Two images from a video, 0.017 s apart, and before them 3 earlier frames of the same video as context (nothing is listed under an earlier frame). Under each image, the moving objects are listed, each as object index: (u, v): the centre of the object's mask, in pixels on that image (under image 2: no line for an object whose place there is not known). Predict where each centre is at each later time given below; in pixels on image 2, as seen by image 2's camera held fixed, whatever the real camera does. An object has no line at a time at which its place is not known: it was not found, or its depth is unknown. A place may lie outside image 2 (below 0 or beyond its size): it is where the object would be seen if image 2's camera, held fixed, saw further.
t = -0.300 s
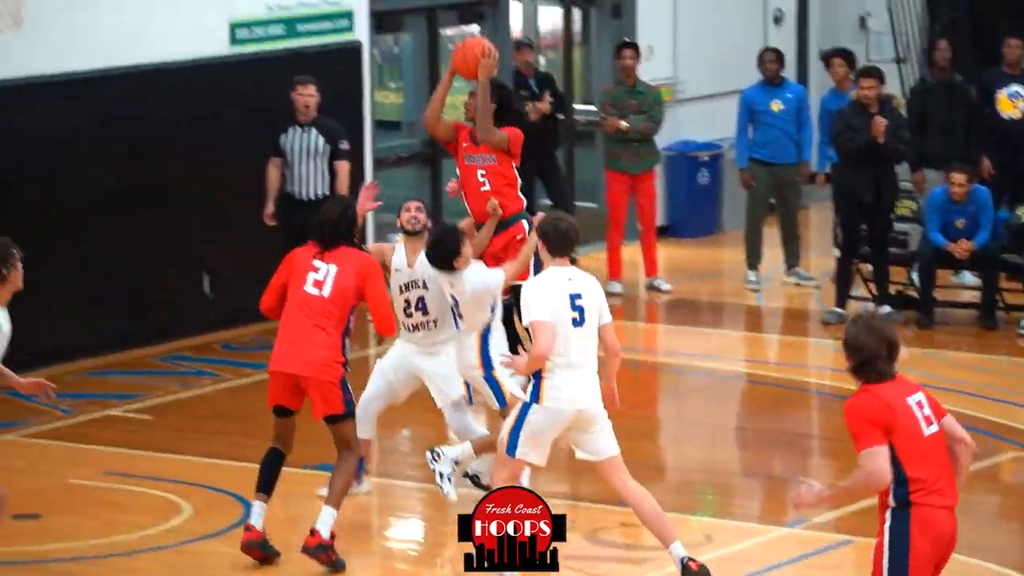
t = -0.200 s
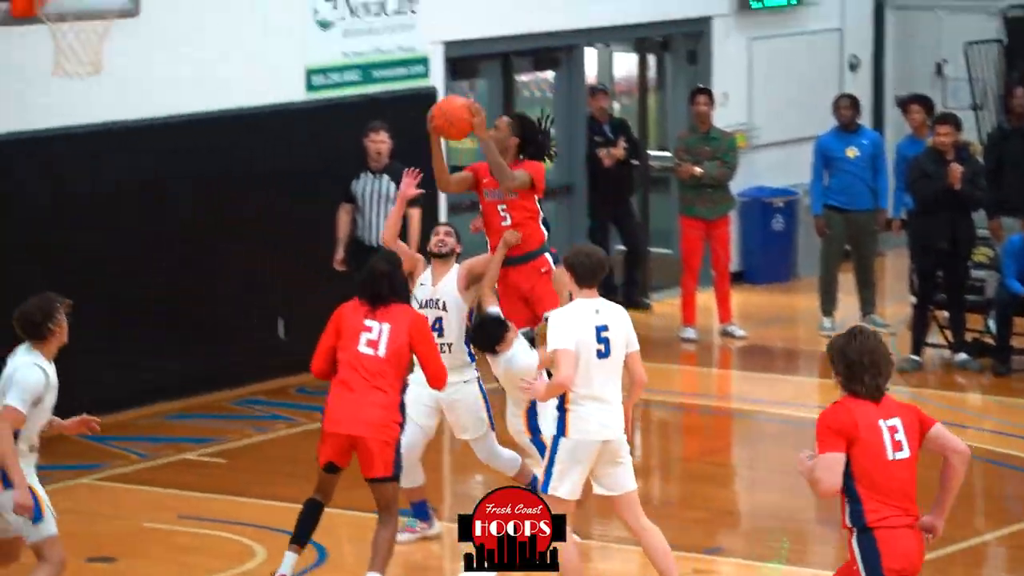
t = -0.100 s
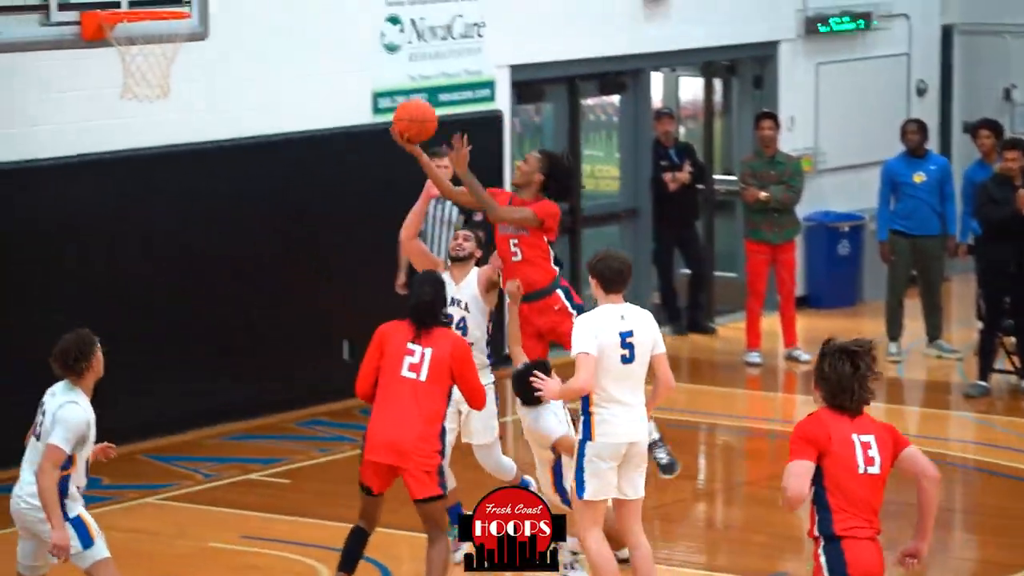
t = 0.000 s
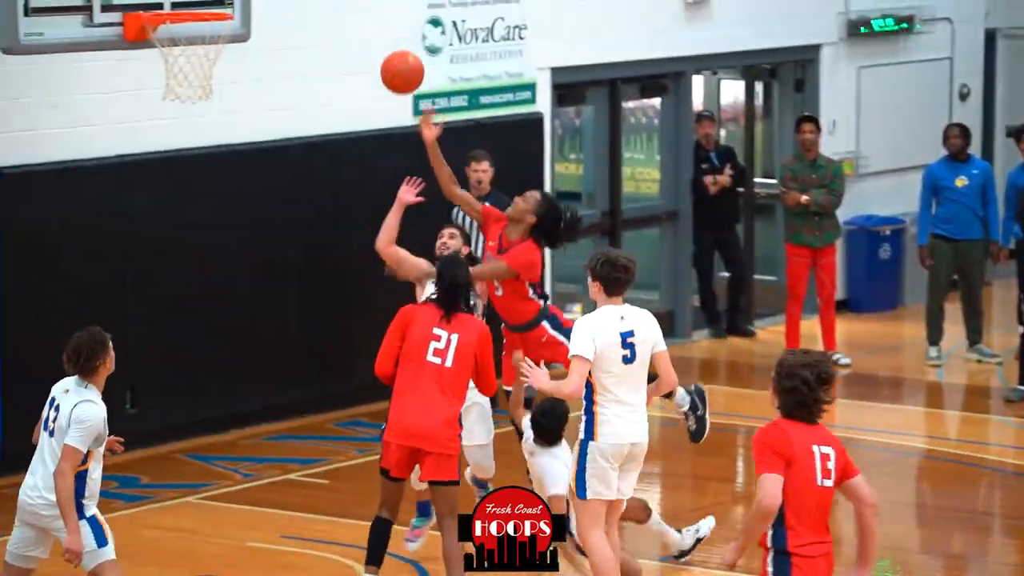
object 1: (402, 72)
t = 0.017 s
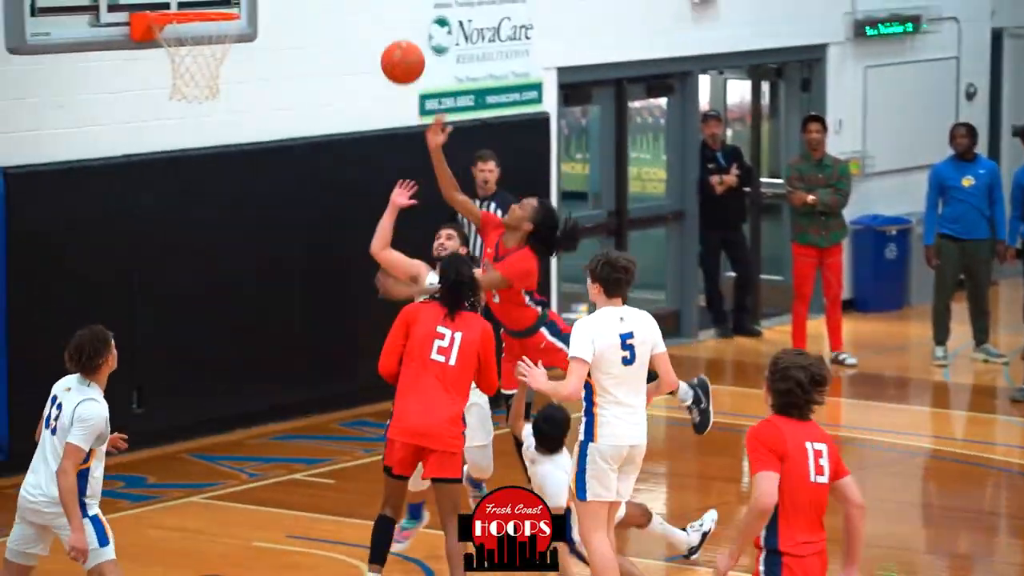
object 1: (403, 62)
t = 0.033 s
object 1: (397, 53)
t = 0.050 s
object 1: (391, 44)
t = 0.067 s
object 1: (385, 35)
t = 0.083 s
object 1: (379, 27)
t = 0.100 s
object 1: (373, 23)
